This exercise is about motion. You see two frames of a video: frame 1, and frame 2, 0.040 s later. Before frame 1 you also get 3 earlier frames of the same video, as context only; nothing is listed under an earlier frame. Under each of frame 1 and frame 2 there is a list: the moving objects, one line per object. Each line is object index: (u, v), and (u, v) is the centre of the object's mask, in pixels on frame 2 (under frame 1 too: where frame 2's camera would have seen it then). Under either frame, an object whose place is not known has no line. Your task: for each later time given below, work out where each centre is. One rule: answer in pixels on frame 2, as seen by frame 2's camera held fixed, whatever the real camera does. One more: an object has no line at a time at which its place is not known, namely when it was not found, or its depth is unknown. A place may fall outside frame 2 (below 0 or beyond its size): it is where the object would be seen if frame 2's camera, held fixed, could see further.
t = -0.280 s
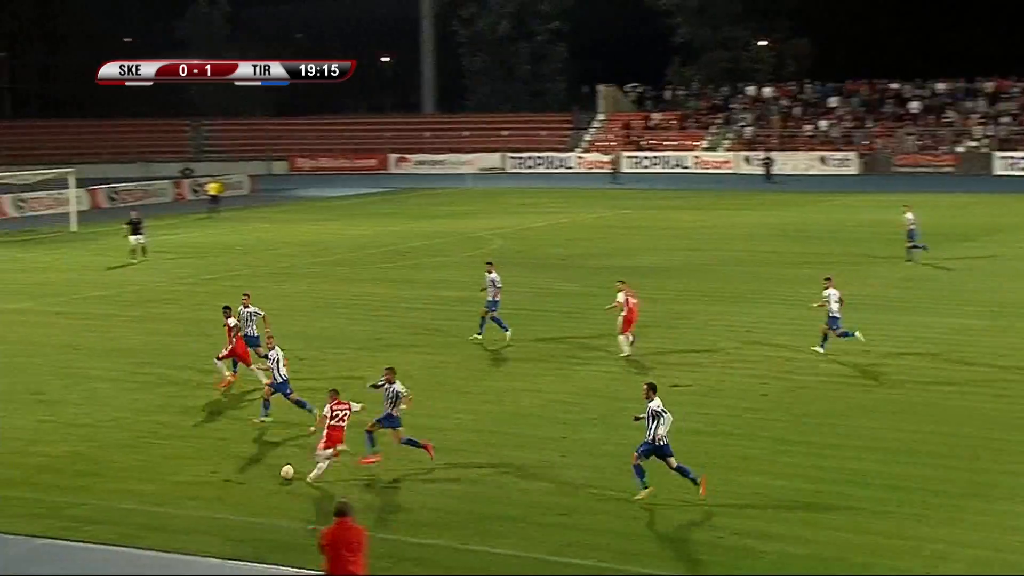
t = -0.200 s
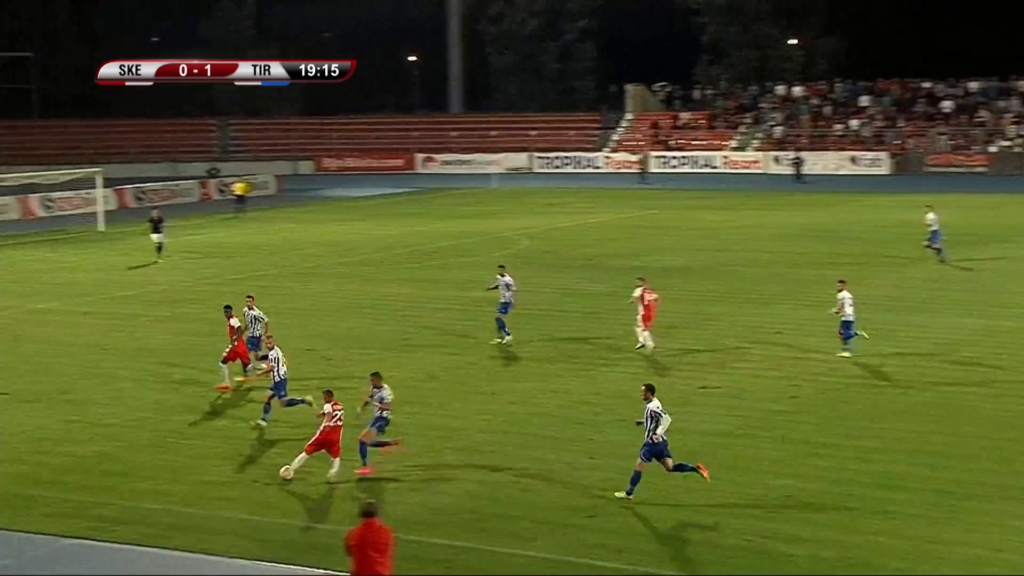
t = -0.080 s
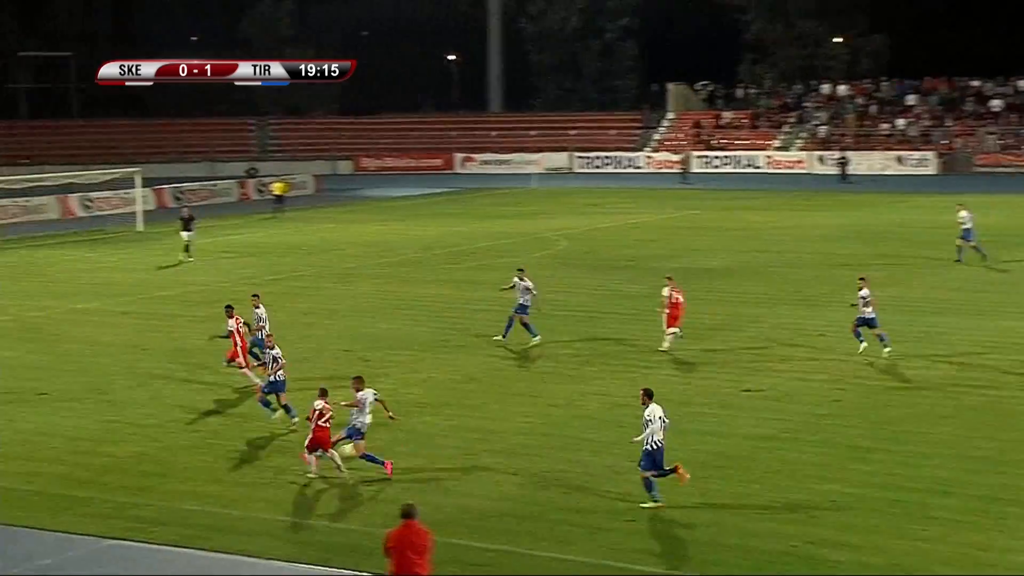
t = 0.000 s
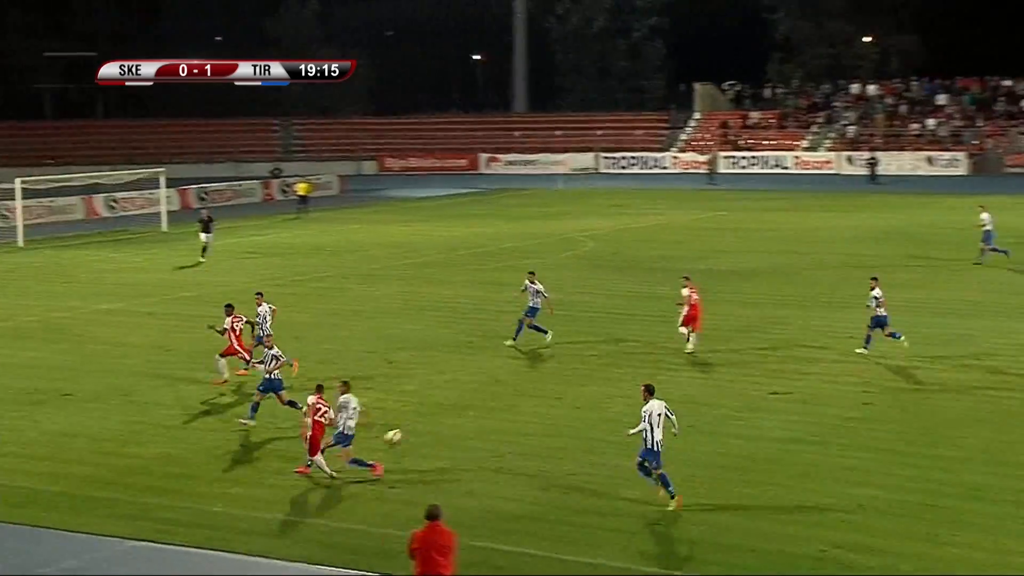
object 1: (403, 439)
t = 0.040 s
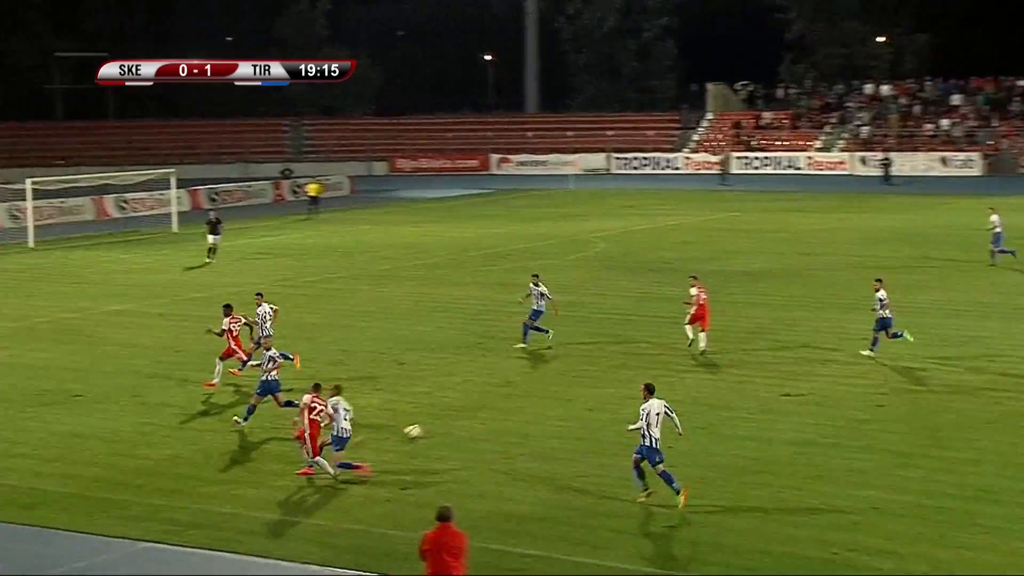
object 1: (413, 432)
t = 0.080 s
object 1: (423, 426)
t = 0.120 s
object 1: (431, 418)
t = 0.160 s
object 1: (440, 412)
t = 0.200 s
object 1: (447, 408)
